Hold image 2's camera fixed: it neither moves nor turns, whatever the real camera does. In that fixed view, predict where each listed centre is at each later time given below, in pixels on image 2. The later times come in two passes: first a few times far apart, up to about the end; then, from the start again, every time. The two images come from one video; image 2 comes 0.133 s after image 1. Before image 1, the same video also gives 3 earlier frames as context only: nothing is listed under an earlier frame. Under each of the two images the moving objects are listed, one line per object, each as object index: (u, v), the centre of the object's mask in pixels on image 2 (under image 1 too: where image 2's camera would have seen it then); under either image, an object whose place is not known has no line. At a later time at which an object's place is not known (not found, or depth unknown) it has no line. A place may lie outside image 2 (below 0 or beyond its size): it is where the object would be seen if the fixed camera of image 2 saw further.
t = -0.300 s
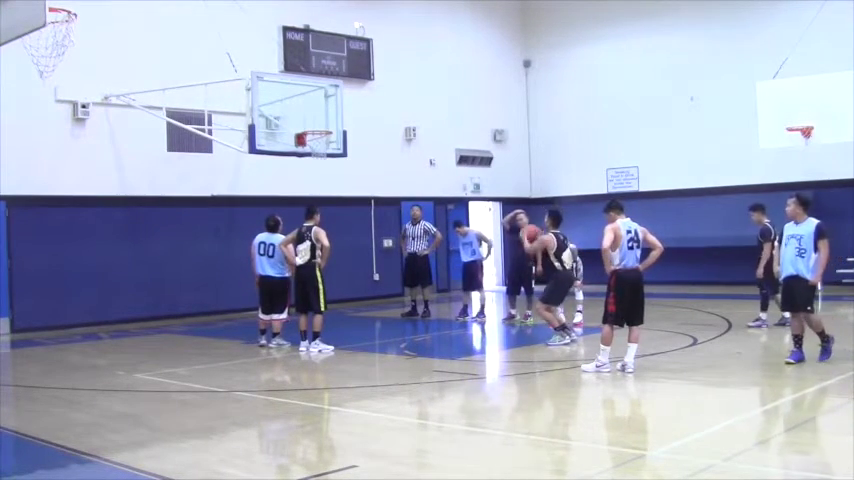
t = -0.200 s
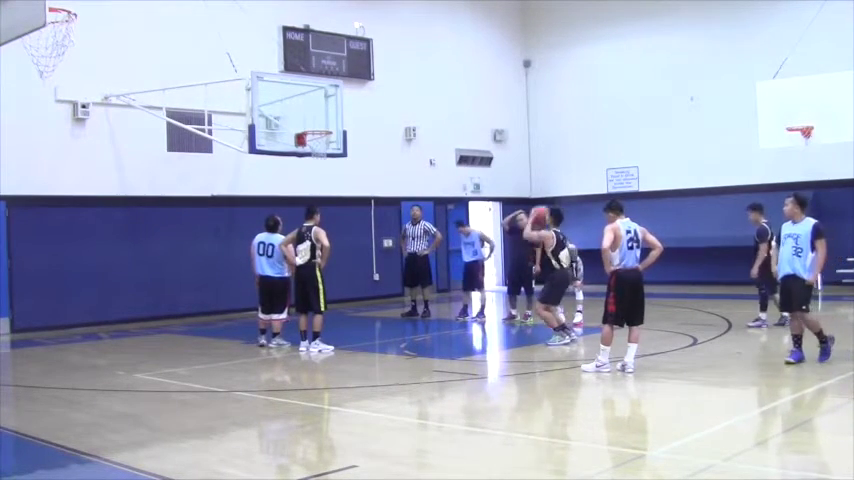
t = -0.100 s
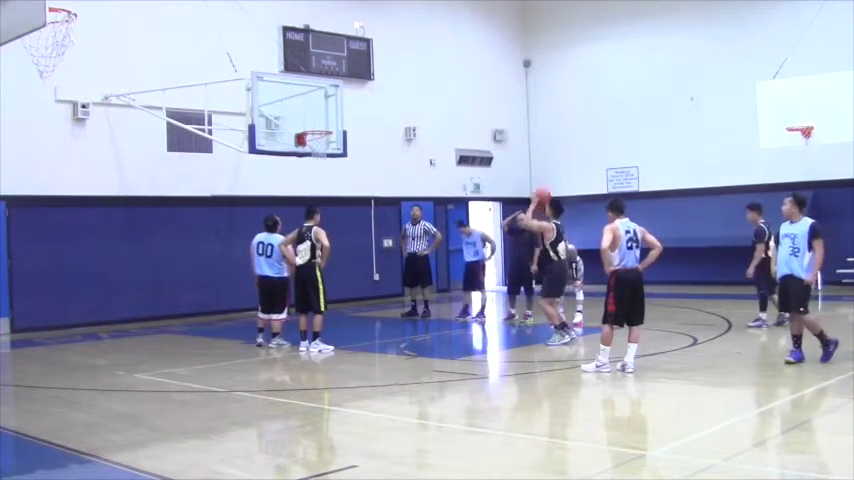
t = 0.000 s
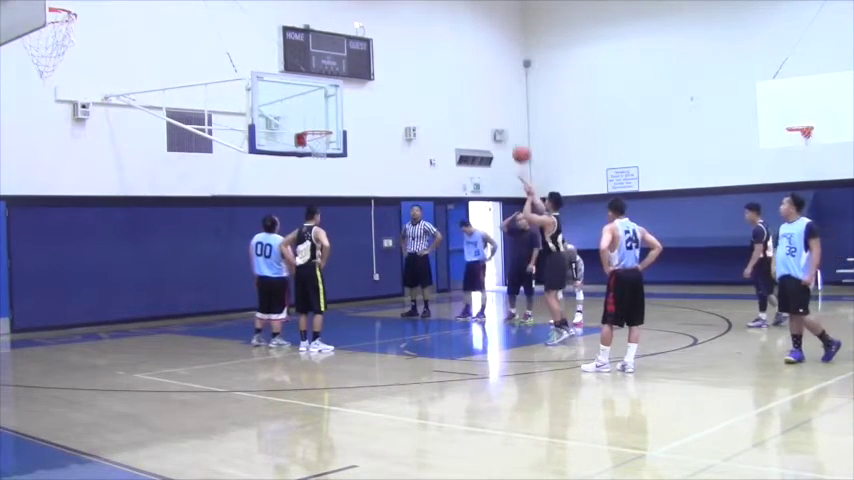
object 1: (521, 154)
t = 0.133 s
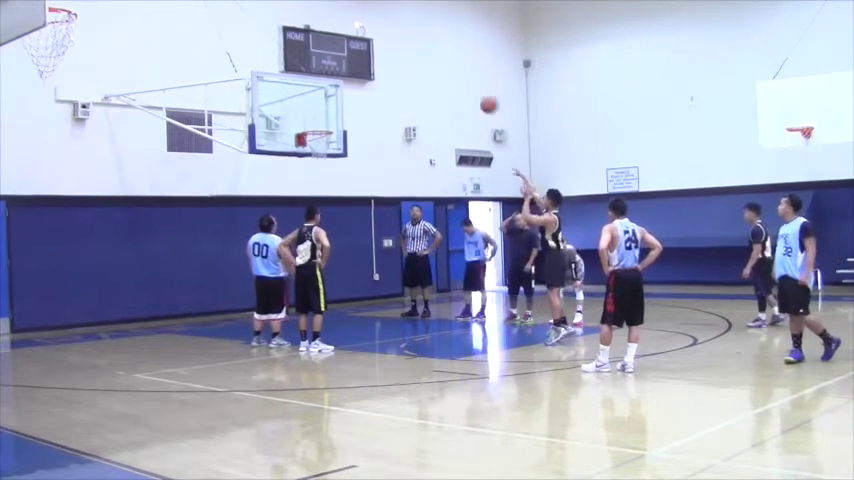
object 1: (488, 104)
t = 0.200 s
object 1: (473, 85)
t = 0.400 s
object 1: (430, 50)
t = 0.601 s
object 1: (391, 45)
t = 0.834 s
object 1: (352, 71)
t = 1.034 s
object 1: (322, 120)
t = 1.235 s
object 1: (308, 151)
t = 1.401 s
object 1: (309, 173)
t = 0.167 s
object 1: (481, 94)
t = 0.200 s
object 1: (473, 85)
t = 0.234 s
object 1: (465, 77)
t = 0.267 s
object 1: (458, 71)
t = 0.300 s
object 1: (451, 64)
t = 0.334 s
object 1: (444, 59)
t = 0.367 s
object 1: (437, 54)
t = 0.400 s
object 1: (430, 50)
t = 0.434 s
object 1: (423, 47)
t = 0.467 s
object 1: (417, 45)
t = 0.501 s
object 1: (410, 44)
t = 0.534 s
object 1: (404, 44)
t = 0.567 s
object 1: (398, 44)
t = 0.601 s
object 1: (391, 45)
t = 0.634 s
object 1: (385, 47)
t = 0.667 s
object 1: (380, 49)
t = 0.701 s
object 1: (374, 53)
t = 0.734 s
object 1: (368, 55)
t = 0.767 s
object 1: (362, 58)
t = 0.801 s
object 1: (358, 65)
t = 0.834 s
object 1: (352, 71)
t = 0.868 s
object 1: (346, 78)
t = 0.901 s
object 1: (341, 85)
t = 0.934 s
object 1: (336, 93)
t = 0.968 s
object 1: (331, 101)
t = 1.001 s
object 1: (326, 110)
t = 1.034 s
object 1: (322, 120)
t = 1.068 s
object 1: (316, 129)
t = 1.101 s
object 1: (312, 139)
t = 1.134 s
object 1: (309, 145)
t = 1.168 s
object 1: (308, 146)
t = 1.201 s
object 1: (308, 147)
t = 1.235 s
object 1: (308, 151)
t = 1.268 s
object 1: (309, 154)
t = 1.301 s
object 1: (308, 159)
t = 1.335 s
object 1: (309, 163)
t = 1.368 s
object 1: (309, 168)
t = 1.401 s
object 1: (309, 173)
